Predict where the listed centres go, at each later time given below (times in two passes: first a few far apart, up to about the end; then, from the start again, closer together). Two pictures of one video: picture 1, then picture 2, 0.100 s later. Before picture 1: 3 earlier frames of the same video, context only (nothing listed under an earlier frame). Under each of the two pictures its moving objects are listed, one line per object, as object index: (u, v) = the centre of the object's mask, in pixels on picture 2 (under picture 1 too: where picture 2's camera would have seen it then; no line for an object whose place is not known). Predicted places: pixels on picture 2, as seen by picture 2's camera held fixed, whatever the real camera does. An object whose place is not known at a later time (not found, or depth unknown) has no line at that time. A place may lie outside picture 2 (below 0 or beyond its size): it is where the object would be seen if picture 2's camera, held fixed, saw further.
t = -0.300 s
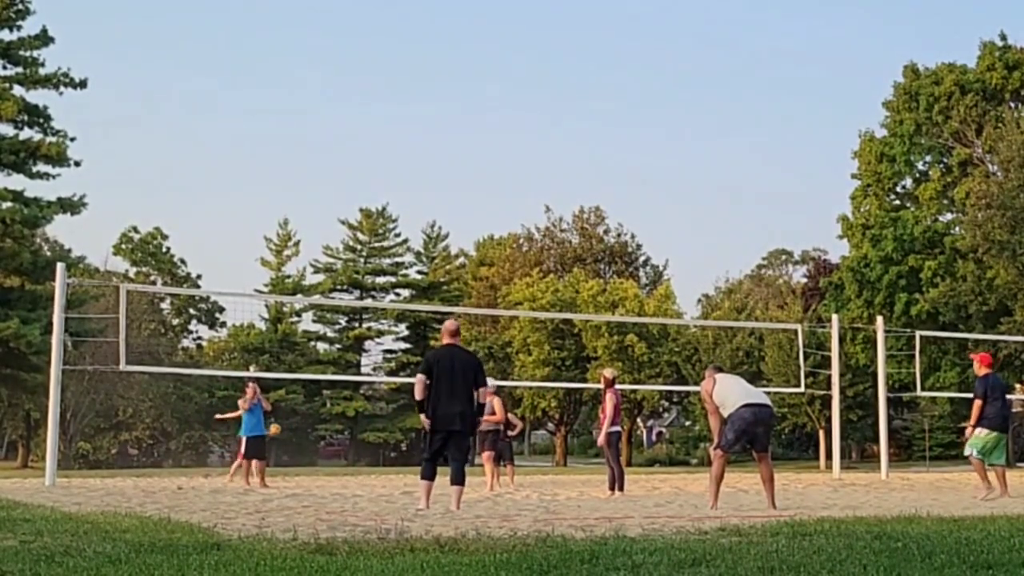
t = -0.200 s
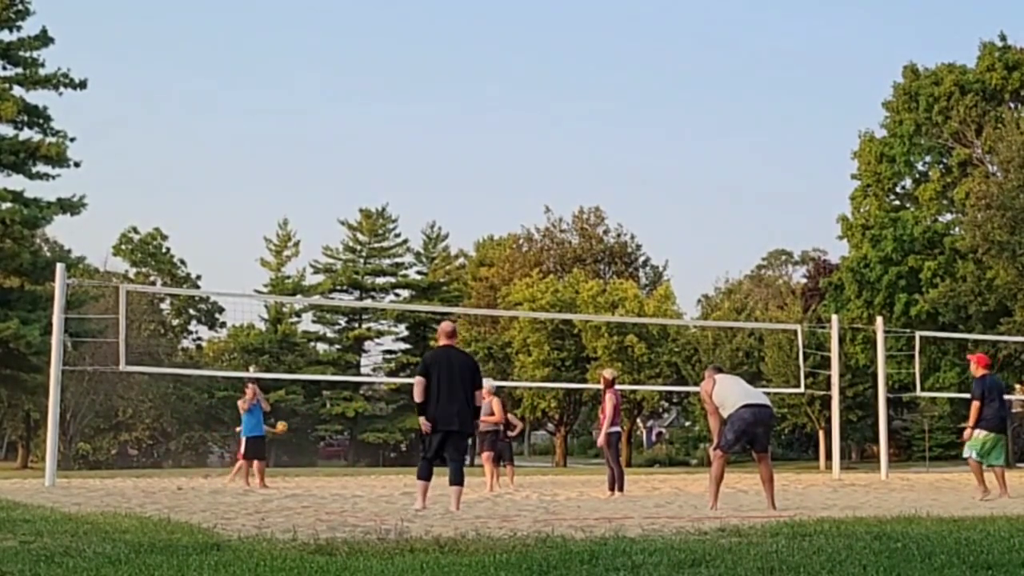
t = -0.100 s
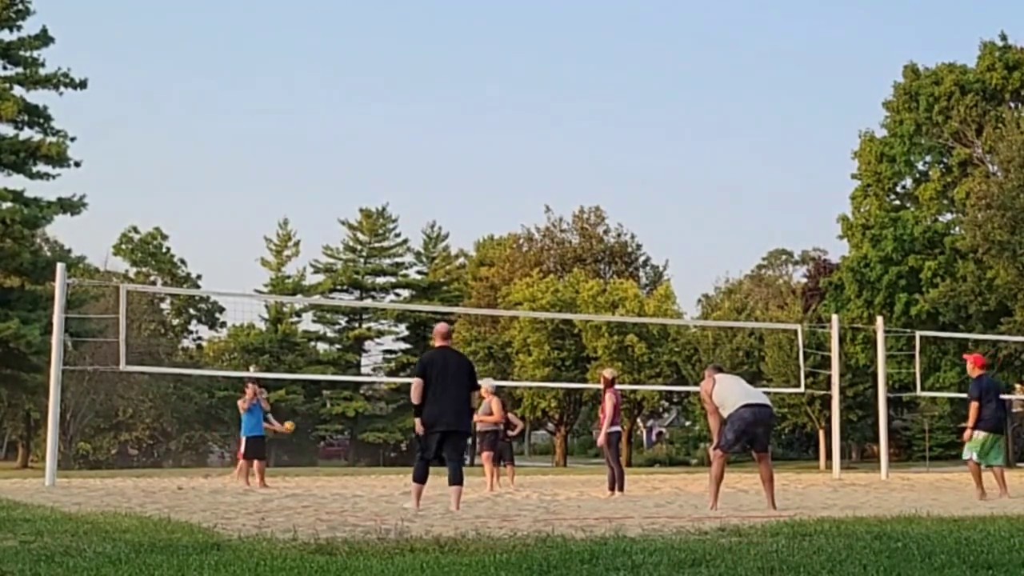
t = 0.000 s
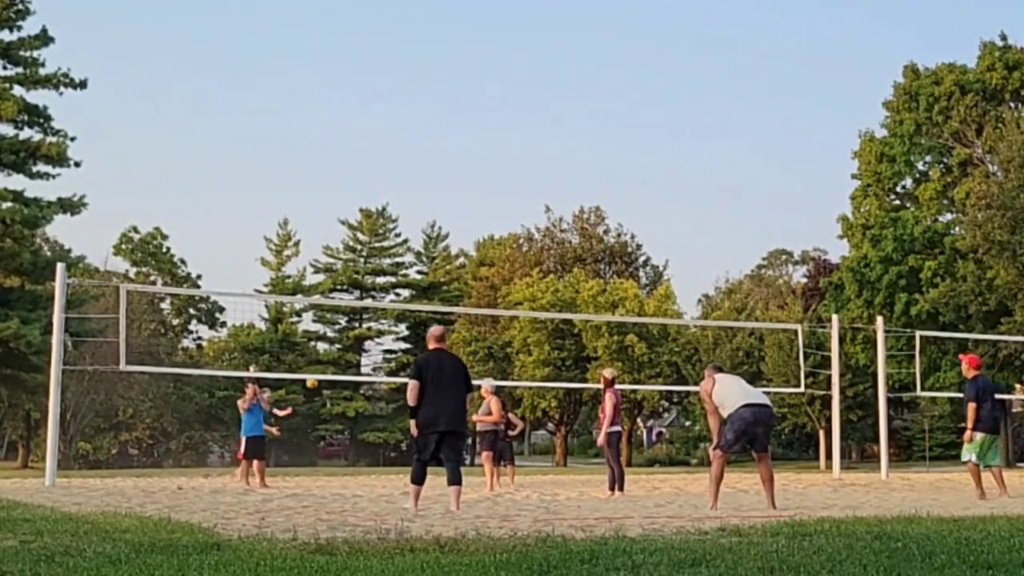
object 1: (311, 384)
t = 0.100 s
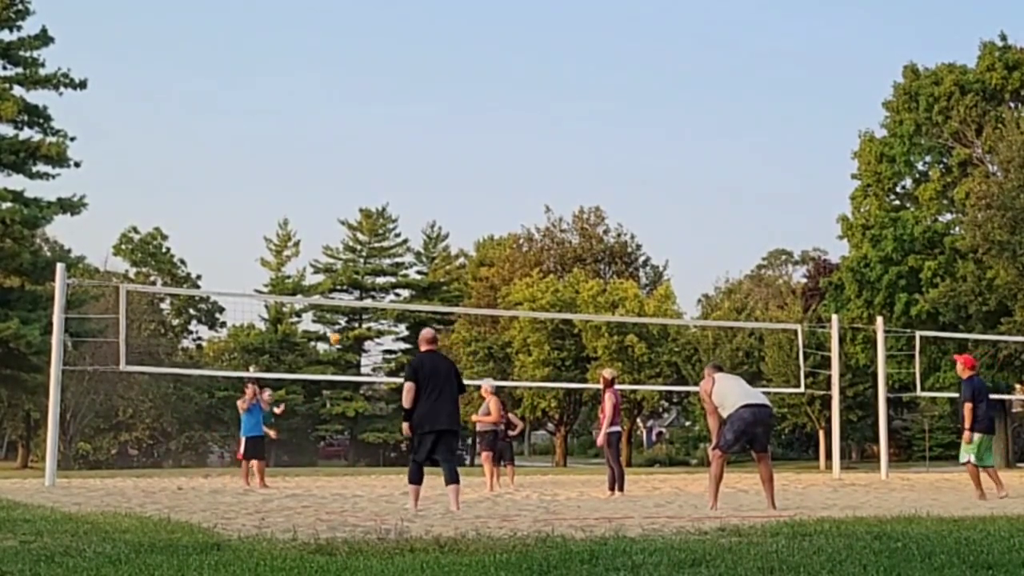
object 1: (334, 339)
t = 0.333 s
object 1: (391, 255)
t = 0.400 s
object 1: (407, 238)
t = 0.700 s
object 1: (485, 180)
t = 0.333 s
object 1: (391, 255)
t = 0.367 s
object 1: (400, 247)
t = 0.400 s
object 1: (407, 238)
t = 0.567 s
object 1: (450, 200)
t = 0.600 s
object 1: (458, 194)
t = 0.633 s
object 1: (467, 189)
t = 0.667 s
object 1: (476, 184)
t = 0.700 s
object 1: (485, 180)
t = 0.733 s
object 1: (494, 177)
